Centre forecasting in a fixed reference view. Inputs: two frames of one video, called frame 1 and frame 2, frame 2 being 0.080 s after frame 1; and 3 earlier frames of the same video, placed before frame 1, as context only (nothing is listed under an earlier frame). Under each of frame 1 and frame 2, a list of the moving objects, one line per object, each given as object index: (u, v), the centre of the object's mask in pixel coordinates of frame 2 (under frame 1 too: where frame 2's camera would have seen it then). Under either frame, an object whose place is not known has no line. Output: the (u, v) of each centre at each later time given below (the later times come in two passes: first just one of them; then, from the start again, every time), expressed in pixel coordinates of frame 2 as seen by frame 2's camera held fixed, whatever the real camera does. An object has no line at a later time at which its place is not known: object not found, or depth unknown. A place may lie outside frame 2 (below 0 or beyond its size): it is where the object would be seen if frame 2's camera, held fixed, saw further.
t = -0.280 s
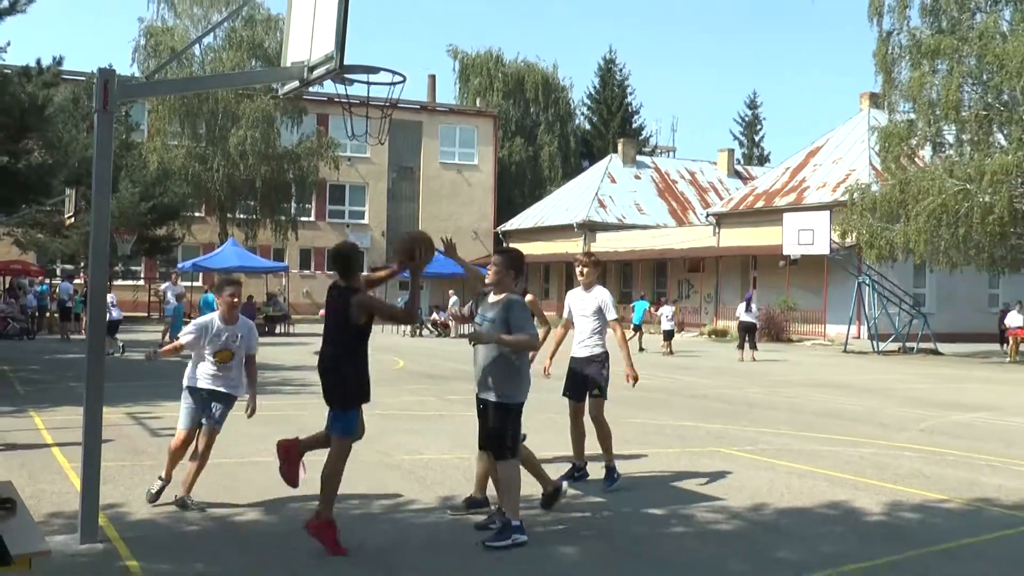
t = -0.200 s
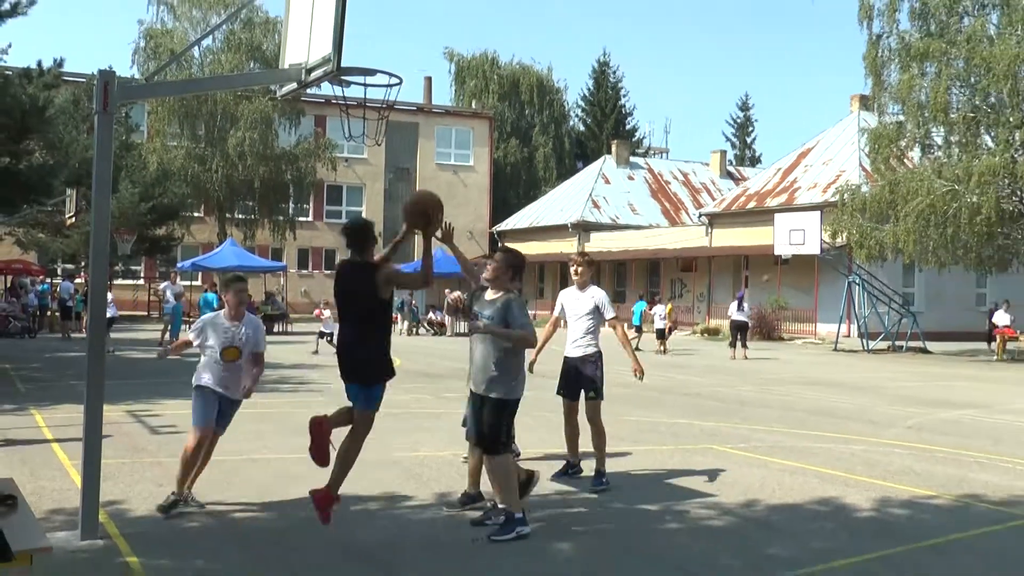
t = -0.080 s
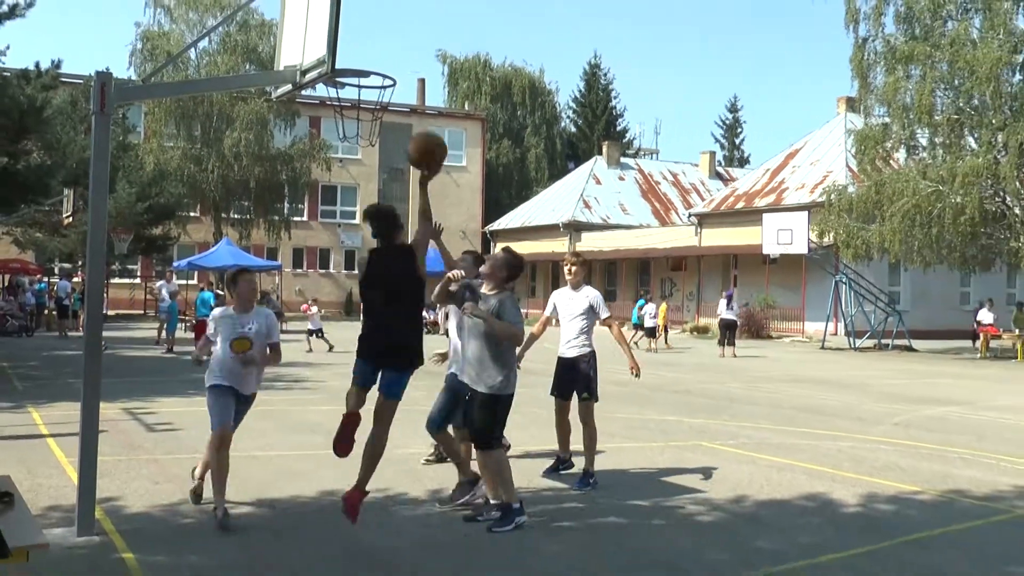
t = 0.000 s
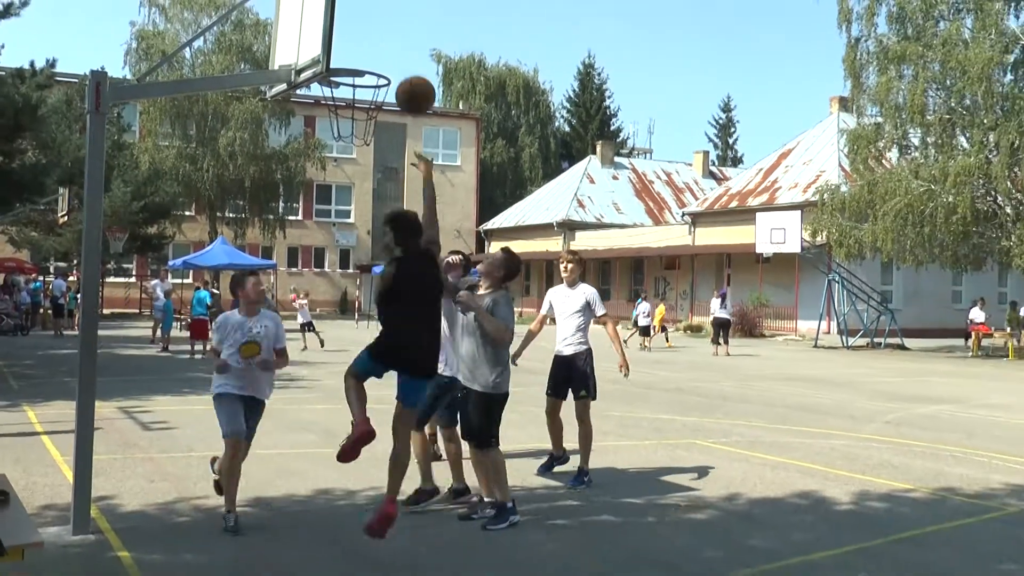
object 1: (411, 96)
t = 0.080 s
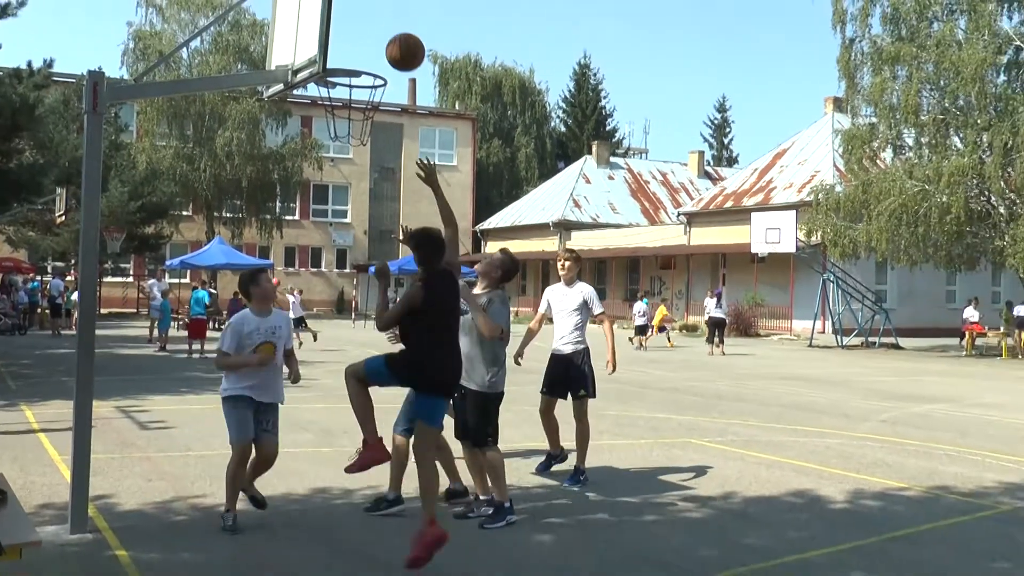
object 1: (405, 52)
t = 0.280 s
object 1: (390, -1)
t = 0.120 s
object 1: (402, 35)
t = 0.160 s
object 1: (399, 20)
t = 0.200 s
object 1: (396, 11)
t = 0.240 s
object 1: (393, 5)
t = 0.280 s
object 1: (390, -1)
